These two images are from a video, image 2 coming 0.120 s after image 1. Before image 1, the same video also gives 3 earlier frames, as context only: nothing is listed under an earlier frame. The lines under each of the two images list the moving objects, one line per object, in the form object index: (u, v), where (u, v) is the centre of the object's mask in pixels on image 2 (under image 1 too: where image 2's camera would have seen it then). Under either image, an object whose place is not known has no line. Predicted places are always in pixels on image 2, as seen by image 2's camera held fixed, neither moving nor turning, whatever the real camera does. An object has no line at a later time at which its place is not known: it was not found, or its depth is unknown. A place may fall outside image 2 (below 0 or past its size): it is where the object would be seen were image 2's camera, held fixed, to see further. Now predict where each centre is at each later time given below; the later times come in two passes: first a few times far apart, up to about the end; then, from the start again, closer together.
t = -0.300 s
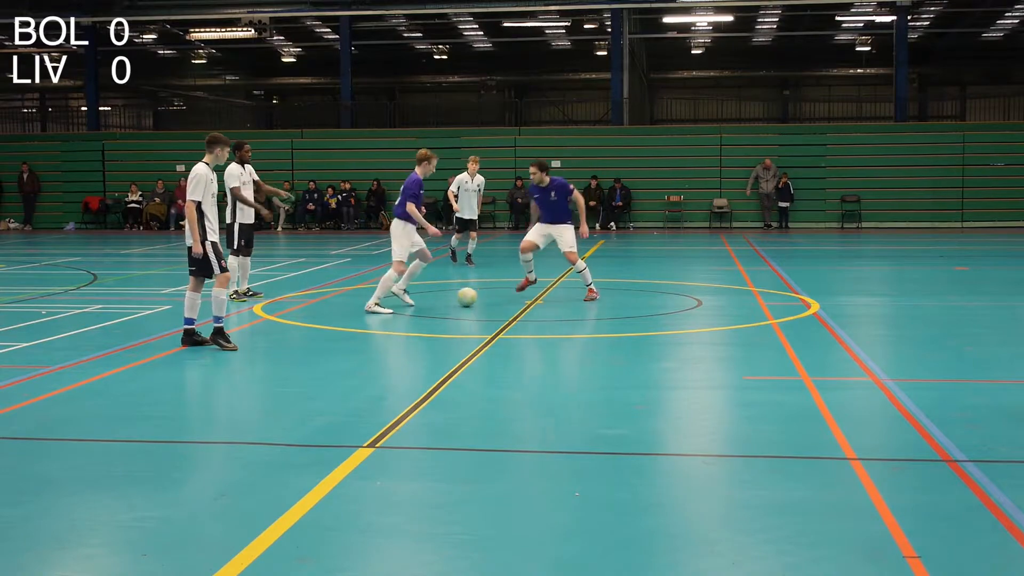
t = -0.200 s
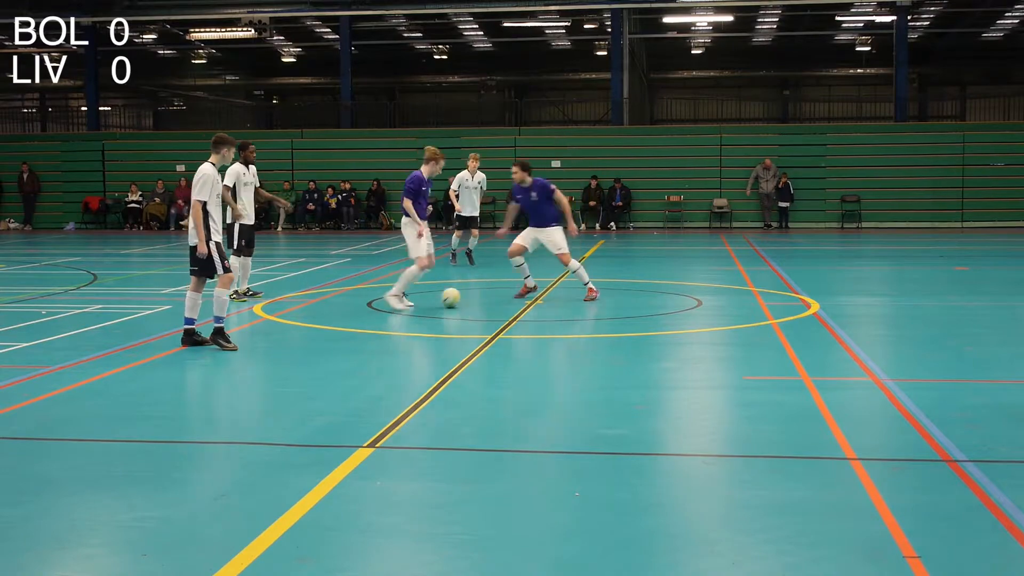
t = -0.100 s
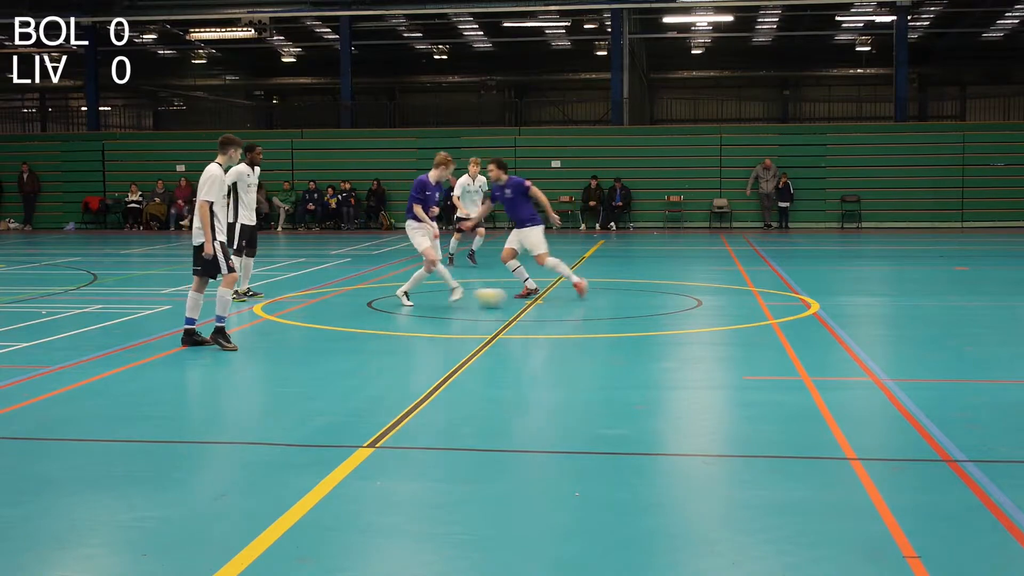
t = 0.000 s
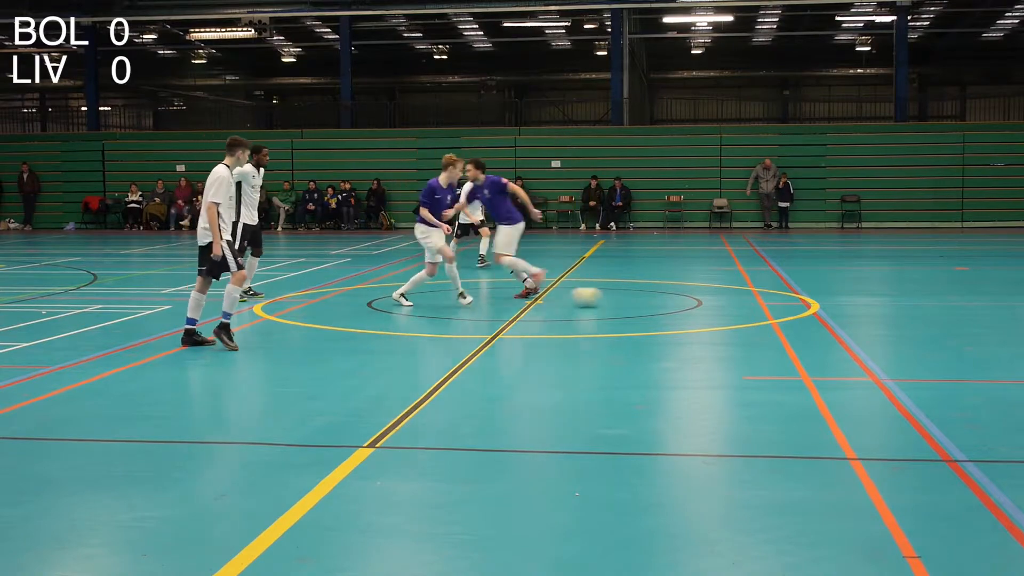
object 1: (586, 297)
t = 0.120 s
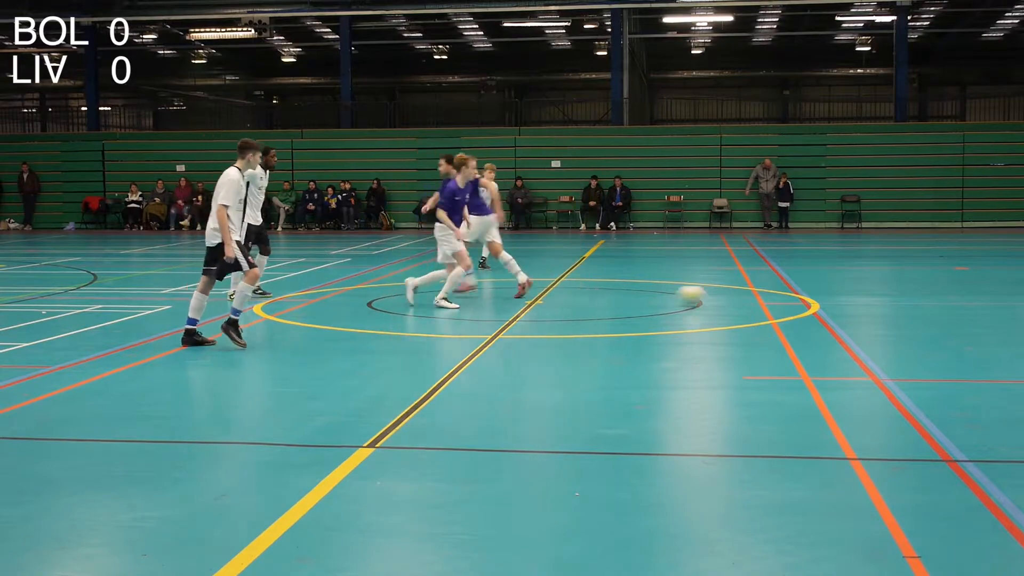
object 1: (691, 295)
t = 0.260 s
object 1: (800, 292)
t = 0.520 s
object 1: (970, 292)
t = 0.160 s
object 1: (724, 294)
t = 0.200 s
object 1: (755, 295)
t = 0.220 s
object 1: (771, 294)
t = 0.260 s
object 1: (800, 292)
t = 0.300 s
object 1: (828, 294)
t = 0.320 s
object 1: (842, 294)
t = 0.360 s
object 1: (869, 293)
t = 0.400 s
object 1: (894, 291)
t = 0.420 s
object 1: (907, 292)
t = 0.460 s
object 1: (933, 293)
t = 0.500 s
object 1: (958, 292)
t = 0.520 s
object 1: (970, 292)
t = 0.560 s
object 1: (995, 290)
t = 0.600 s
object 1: (1015, 289)
